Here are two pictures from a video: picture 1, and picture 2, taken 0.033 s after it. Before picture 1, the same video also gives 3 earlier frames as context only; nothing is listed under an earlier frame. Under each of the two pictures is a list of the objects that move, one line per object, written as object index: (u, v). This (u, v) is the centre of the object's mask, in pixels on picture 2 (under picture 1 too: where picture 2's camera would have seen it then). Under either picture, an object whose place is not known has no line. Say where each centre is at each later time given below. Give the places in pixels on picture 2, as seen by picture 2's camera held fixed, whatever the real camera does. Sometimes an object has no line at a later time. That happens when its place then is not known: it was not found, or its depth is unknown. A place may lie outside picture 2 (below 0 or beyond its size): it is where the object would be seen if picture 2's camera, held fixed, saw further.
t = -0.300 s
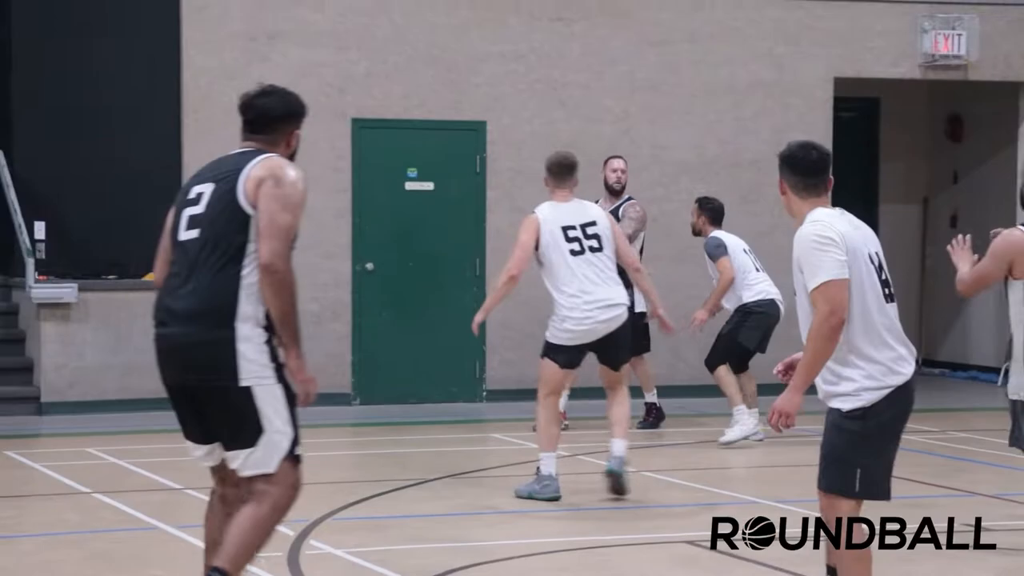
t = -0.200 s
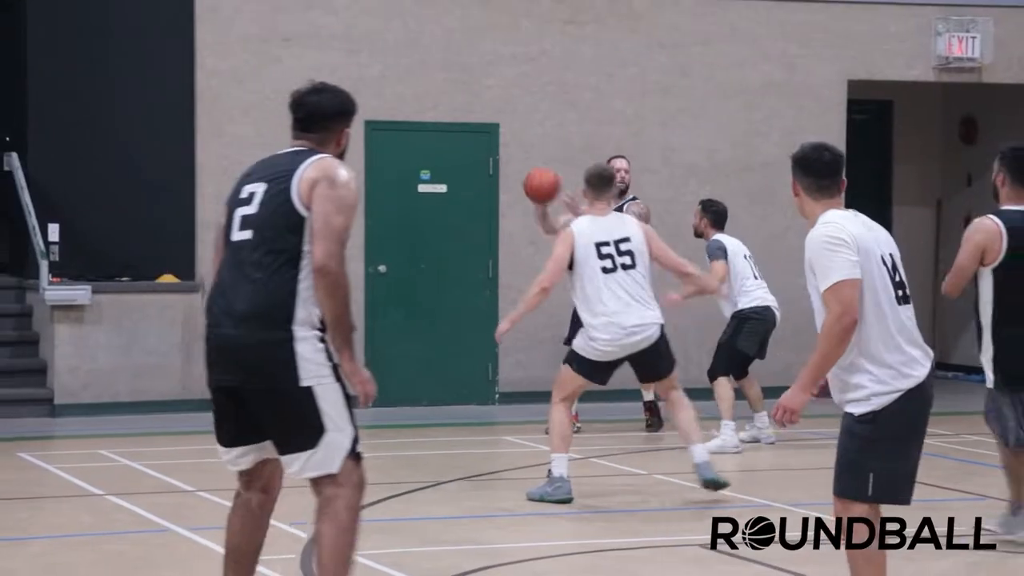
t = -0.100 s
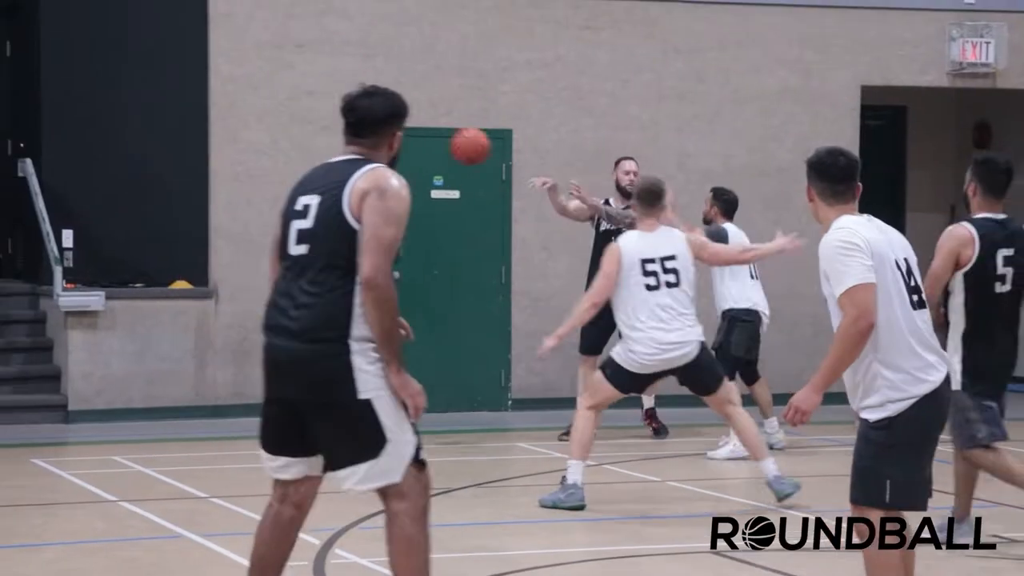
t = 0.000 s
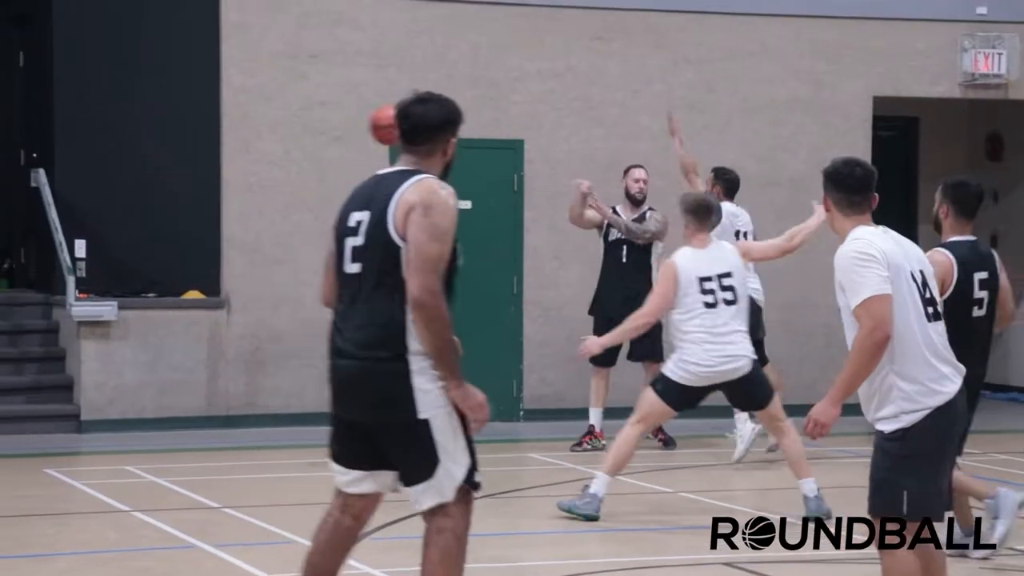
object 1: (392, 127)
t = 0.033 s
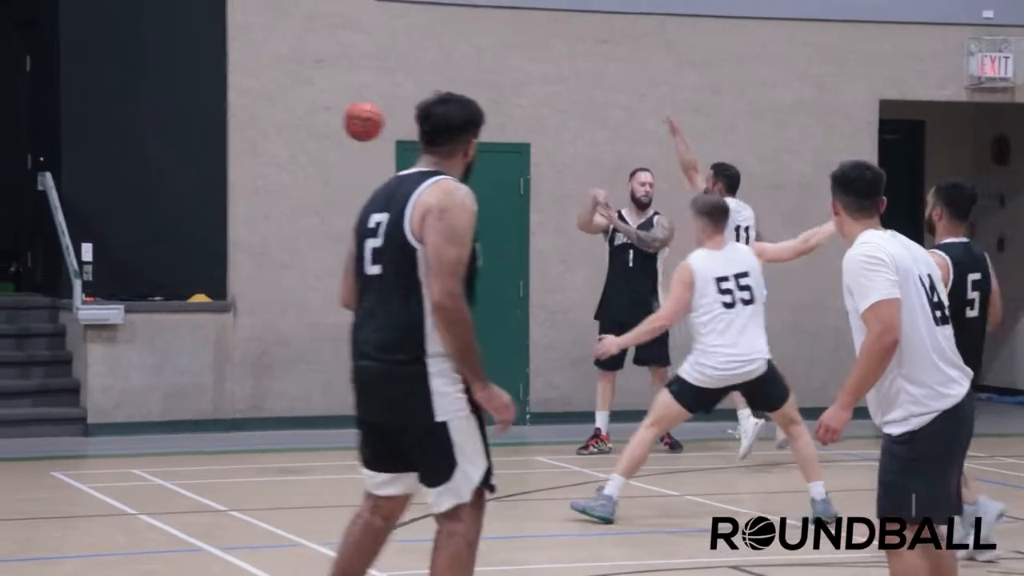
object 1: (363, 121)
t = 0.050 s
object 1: (345, 119)
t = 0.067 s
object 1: (328, 115)
